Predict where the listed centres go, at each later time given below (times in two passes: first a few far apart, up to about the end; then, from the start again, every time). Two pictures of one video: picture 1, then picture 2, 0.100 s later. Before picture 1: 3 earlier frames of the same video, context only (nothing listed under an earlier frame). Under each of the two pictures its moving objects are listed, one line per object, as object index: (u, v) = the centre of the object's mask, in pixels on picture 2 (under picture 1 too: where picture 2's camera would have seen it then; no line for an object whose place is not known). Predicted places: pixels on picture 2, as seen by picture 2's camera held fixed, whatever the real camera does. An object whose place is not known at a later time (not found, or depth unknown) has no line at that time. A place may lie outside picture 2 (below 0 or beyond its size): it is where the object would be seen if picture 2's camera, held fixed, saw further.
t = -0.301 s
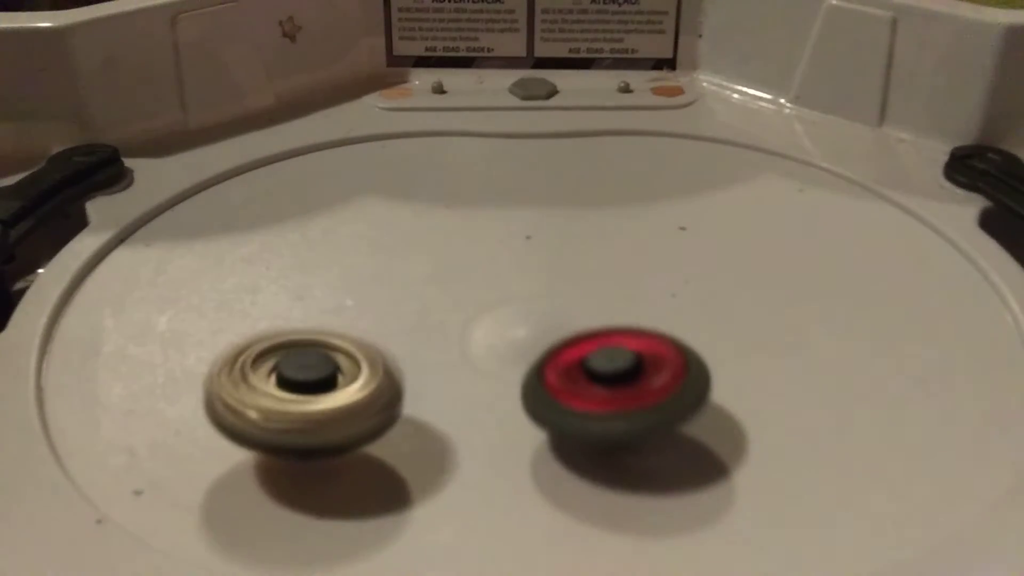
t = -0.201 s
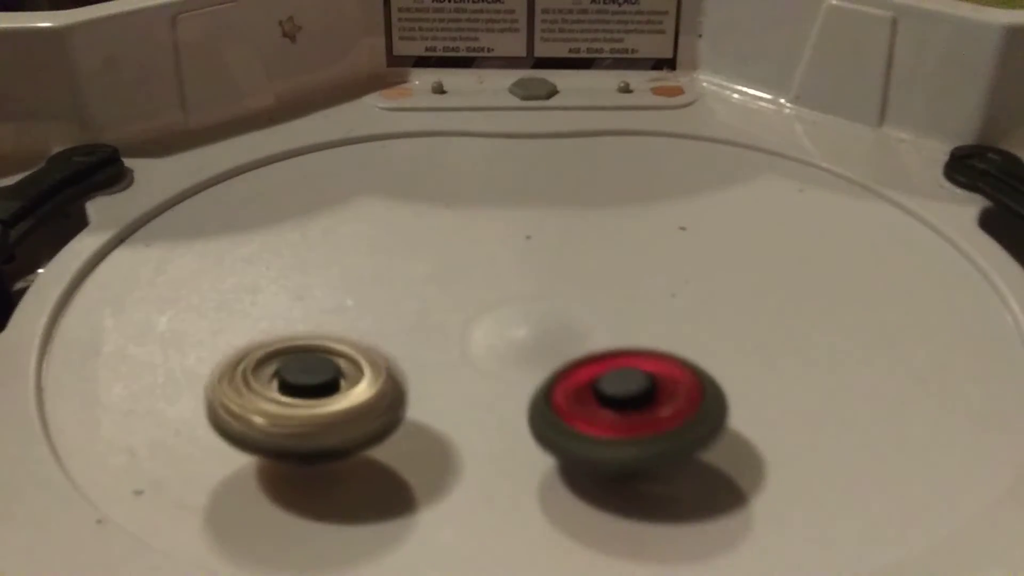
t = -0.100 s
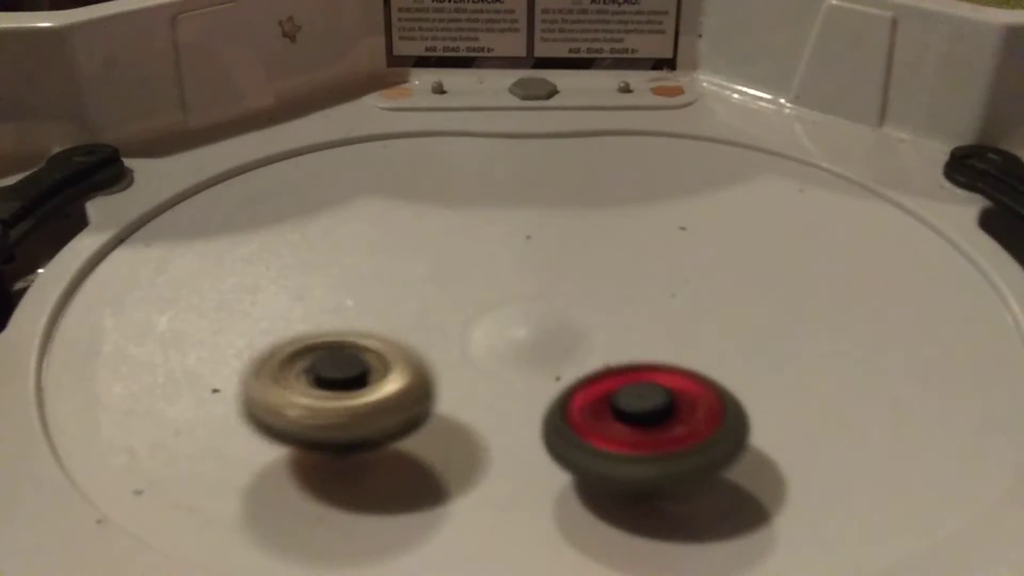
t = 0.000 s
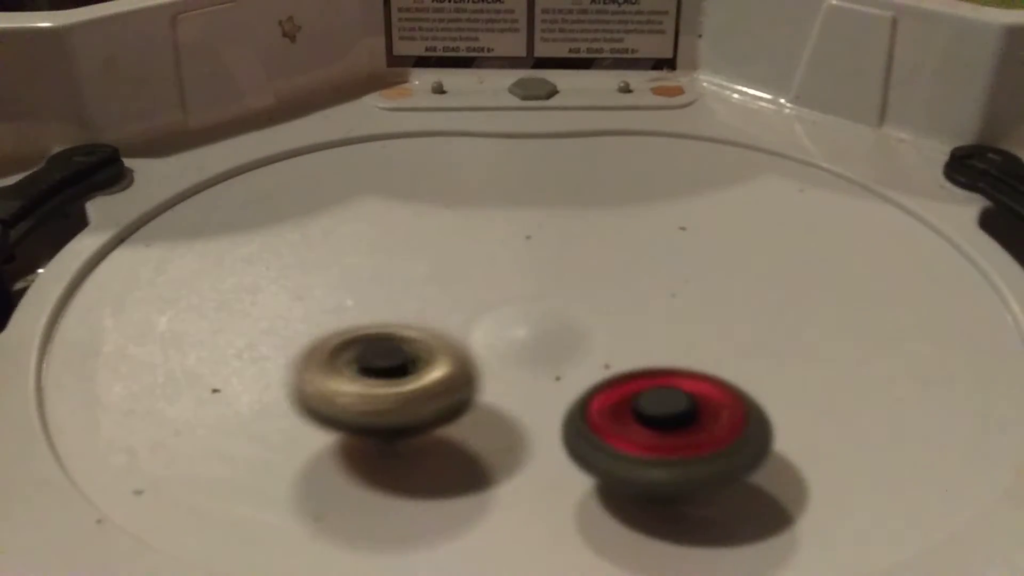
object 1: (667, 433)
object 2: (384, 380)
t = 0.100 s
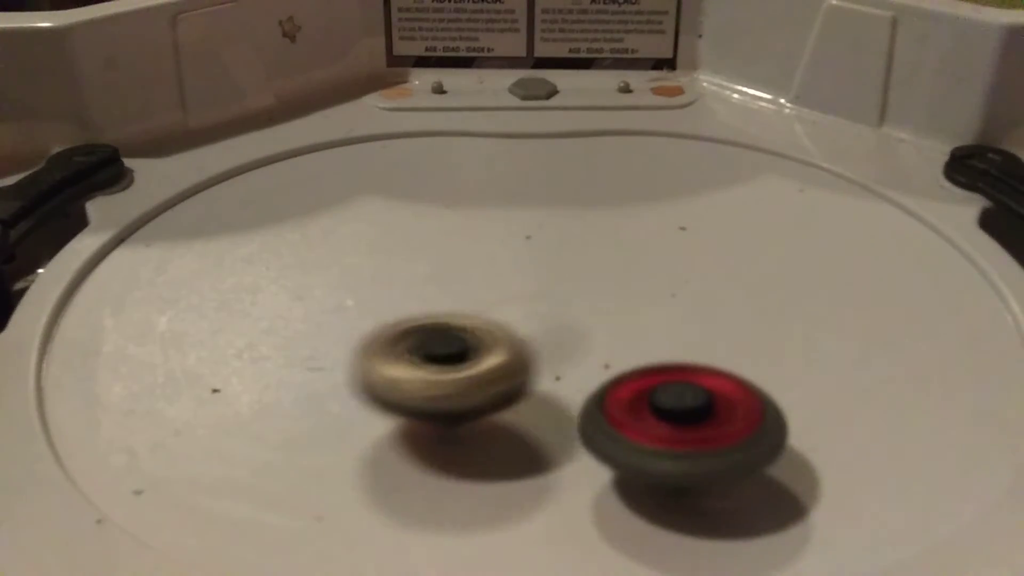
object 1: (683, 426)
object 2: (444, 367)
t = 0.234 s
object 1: (677, 406)
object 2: (516, 342)
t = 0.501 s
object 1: (655, 373)
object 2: (625, 202)
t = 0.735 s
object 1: (574, 321)
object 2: (798, 159)
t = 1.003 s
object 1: (424, 301)
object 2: (867, 231)
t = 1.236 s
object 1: (374, 292)
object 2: (647, 302)
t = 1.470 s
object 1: (347, 287)
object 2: (506, 252)
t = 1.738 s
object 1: (331, 306)
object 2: (572, 217)
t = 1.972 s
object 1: (420, 303)
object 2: (627, 251)
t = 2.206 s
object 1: (455, 271)
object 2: (669, 316)
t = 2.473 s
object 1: (486, 244)
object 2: (595, 368)
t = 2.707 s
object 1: (495, 235)
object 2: (493, 336)
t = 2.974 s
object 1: (533, 177)
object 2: (374, 399)
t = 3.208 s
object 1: (494, 198)
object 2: (303, 354)
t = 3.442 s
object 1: (530, 250)
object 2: (390, 293)
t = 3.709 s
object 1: (658, 299)
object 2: (483, 286)
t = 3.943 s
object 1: (740, 313)
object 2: (545, 323)
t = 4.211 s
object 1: (800, 320)
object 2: (602, 323)
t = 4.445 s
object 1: (804, 316)
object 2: (594, 316)
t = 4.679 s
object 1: (742, 316)
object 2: (584, 263)
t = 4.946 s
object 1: (750, 361)
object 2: (494, 168)
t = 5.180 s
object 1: (681, 362)
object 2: (537, 161)
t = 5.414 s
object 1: (597, 358)
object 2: (557, 225)
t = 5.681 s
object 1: (534, 368)
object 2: (444, 274)
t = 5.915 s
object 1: (498, 346)
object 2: (369, 256)
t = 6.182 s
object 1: (437, 317)
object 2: (376, 223)
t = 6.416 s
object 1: (411, 325)
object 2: (477, 198)
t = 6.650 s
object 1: (432, 314)
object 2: (623, 237)
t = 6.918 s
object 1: (470, 288)
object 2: (684, 339)
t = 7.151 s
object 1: (494, 257)
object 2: (563, 387)
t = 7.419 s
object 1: (496, 239)
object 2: (416, 340)
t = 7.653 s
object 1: (517, 228)
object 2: (392, 284)
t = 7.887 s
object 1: (613, 196)
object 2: (193, 310)
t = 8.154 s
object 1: (644, 222)
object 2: (252, 279)
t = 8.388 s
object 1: (693, 254)
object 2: (445, 285)
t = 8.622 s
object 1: (764, 274)
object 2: (603, 341)
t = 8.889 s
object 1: (796, 288)
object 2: (636, 359)
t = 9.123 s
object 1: (775, 302)
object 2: (611, 340)
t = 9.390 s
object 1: (740, 315)
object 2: (529, 280)
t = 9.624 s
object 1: (672, 324)
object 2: (420, 224)
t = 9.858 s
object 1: (580, 336)
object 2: (413, 191)
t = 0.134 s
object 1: (684, 422)
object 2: (467, 362)
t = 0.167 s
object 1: (679, 416)
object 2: (488, 358)
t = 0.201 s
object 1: (678, 410)
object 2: (507, 351)
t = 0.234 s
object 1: (677, 406)
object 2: (516, 342)
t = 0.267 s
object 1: (674, 402)
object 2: (528, 329)
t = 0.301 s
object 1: (669, 398)
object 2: (543, 315)
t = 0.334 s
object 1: (676, 400)
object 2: (555, 289)
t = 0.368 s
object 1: (678, 399)
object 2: (562, 271)
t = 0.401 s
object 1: (673, 394)
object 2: (572, 248)
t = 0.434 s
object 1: (668, 387)
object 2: (584, 232)
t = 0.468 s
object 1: (663, 381)
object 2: (602, 216)
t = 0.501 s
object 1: (655, 373)
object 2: (625, 202)
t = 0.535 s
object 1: (646, 366)
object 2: (646, 194)
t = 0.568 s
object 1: (637, 358)
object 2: (673, 185)
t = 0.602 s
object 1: (625, 350)
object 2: (696, 176)
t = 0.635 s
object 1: (614, 343)
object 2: (722, 171)
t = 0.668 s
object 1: (602, 336)
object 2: (747, 164)
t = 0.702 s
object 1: (589, 329)
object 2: (774, 160)
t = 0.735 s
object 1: (574, 321)
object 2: (798, 159)
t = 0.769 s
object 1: (555, 315)
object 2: (826, 162)
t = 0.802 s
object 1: (535, 313)
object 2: (846, 167)
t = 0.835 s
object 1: (506, 316)
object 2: (862, 174)
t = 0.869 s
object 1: (479, 315)
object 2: (872, 180)
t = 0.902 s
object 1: (461, 310)
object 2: (879, 188)
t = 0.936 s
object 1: (447, 306)
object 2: (881, 203)
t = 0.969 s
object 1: (435, 304)
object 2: (877, 216)
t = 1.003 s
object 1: (424, 301)
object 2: (867, 231)
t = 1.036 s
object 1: (415, 299)
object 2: (846, 249)
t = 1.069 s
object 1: (406, 297)
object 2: (822, 263)
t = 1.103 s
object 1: (398, 296)
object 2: (793, 275)
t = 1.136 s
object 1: (390, 294)
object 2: (759, 286)
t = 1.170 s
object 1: (384, 293)
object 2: (723, 293)
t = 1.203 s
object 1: (378, 292)
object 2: (683, 299)
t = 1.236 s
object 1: (374, 292)
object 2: (647, 302)
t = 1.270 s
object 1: (371, 291)
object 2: (608, 302)
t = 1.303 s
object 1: (368, 291)
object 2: (577, 300)
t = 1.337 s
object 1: (366, 292)
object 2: (553, 289)
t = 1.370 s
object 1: (364, 292)
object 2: (533, 278)
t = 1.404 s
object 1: (355, 291)
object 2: (523, 271)
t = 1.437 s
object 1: (347, 289)
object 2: (517, 263)
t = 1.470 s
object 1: (347, 287)
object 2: (506, 252)
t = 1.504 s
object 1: (349, 286)
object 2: (498, 245)
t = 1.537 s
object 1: (343, 285)
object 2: (499, 239)
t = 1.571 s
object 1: (323, 289)
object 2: (516, 229)
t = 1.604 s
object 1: (316, 292)
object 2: (528, 224)
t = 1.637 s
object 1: (315, 296)
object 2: (539, 221)
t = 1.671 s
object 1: (317, 299)
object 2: (549, 220)
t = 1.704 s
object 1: (323, 304)
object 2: (560, 218)
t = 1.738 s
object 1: (331, 306)
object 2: (572, 217)
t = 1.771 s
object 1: (341, 309)
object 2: (583, 218)
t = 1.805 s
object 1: (354, 310)
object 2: (594, 221)
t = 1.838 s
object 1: (366, 310)
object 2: (604, 225)
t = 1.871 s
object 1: (380, 309)
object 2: (612, 230)
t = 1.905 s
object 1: (394, 307)
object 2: (619, 237)
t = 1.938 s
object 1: (407, 305)
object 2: (624, 243)
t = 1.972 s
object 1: (420, 303)
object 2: (627, 251)
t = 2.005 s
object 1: (433, 300)
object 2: (629, 259)
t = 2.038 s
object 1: (445, 297)
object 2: (628, 267)
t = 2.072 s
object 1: (456, 293)
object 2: (625, 277)
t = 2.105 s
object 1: (456, 288)
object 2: (630, 286)
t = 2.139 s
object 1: (449, 281)
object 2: (652, 295)
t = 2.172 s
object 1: (450, 276)
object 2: (664, 305)
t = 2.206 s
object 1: (455, 271)
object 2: (669, 316)
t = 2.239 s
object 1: (460, 267)
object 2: (668, 327)
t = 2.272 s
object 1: (464, 263)
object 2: (666, 337)
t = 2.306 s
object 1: (468, 260)
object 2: (662, 346)
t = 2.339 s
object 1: (472, 256)
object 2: (654, 354)
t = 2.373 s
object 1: (476, 253)
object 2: (642, 359)
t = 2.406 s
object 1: (480, 249)
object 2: (627, 365)
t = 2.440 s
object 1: (483, 246)
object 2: (611, 368)
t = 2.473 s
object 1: (486, 244)
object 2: (595, 368)
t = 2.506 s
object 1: (487, 241)
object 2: (574, 367)
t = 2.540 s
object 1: (488, 240)
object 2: (555, 363)
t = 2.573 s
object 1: (490, 238)
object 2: (539, 358)
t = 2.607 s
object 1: (491, 238)
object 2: (525, 353)
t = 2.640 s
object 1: (492, 237)
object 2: (512, 347)
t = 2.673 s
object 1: (493, 236)
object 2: (501, 342)
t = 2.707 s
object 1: (495, 235)
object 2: (493, 336)
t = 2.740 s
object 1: (497, 232)
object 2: (487, 329)
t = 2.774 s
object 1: (500, 230)
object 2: (484, 321)
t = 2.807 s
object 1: (504, 228)
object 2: (480, 315)
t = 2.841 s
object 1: (514, 213)
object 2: (460, 351)
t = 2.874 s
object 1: (523, 193)
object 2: (441, 375)
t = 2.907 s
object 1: (529, 183)
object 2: (424, 390)
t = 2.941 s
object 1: (533, 177)
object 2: (399, 396)
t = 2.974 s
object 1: (533, 177)
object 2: (374, 399)
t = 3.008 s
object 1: (527, 179)
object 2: (351, 399)
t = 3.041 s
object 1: (521, 181)
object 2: (333, 396)
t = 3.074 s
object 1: (514, 184)
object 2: (318, 390)
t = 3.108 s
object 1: (508, 186)
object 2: (308, 384)
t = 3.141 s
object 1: (503, 189)
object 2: (302, 375)
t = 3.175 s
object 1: (499, 193)
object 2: (300, 365)
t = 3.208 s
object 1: (494, 198)
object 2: (303, 354)
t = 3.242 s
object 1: (491, 204)
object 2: (309, 343)
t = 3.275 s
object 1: (490, 211)
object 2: (321, 333)
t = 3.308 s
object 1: (491, 219)
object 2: (335, 321)
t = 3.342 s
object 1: (495, 228)
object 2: (352, 312)
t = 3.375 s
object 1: (500, 237)
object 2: (372, 302)
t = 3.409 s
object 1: (512, 244)
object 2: (388, 293)
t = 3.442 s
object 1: (530, 250)
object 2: (390, 293)
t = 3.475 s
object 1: (549, 257)
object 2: (400, 291)
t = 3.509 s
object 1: (563, 267)
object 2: (413, 289)
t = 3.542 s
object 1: (580, 275)
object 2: (422, 288)
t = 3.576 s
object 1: (595, 281)
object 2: (432, 286)
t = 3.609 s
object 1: (611, 287)
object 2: (444, 284)
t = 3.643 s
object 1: (629, 291)
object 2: (458, 284)
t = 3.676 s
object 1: (644, 295)
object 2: (472, 283)
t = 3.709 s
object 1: (658, 299)
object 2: (483, 286)
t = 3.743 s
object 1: (671, 302)
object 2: (491, 294)
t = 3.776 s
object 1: (684, 304)
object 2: (502, 308)
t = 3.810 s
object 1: (697, 307)
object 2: (518, 321)
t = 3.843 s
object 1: (709, 309)
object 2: (536, 327)
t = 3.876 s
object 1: (720, 311)
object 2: (544, 327)
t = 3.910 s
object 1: (730, 312)
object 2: (545, 324)
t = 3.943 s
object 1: (740, 313)
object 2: (545, 323)
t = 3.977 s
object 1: (750, 316)
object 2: (551, 322)
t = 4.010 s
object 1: (760, 317)
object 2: (564, 319)
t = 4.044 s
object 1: (769, 319)
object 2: (577, 318)
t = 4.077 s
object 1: (778, 321)
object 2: (583, 320)
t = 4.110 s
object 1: (785, 321)
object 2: (587, 322)
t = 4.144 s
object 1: (791, 321)
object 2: (592, 323)
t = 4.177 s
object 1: (796, 320)
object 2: (597, 323)
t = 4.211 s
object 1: (800, 320)
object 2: (602, 323)
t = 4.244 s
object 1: (802, 320)
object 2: (606, 323)
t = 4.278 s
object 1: (802, 319)
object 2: (609, 323)
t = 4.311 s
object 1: (802, 318)
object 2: (612, 323)
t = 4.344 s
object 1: (800, 318)
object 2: (615, 322)
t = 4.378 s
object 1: (798, 317)
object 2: (617, 320)
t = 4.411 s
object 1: (801, 316)
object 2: (607, 318)
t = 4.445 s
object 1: (804, 316)
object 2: (594, 316)
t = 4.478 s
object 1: (800, 316)
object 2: (582, 313)
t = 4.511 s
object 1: (793, 315)
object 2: (576, 308)
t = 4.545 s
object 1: (785, 314)
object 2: (578, 300)
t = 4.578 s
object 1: (775, 314)
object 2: (583, 289)
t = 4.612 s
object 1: (764, 315)
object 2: (585, 275)
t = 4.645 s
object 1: (753, 315)
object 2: (583, 266)
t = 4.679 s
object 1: (742, 316)
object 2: (584, 263)
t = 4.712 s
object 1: (730, 318)
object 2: (587, 261)
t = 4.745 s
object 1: (747, 328)
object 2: (549, 238)
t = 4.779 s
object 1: (766, 345)
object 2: (521, 215)
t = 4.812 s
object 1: (771, 354)
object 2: (504, 200)
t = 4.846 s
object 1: (768, 358)
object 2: (495, 189)
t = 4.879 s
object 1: (763, 359)
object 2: (492, 180)
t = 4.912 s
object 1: (757, 360)
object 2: (492, 173)
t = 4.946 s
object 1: (750, 361)
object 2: (494, 168)
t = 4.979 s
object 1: (742, 361)
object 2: (497, 163)
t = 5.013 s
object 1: (734, 362)
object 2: (502, 159)
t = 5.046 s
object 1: (724, 362)
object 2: (508, 157)
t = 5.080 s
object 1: (714, 363)
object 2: (515, 156)
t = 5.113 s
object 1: (703, 363)
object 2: (523, 157)
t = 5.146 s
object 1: (692, 362)
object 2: (531, 158)
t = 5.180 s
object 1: (681, 362)
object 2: (537, 161)
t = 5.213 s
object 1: (668, 361)
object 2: (545, 166)
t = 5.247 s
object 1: (655, 361)
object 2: (550, 173)
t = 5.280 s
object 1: (643, 361)
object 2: (554, 181)
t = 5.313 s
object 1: (632, 360)
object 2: (557, 189)
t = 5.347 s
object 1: (621, 360)
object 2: (558, 199)
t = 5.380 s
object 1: (609, 359)
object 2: (558, 212)
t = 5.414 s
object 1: (597, 358)
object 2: (557, 225)
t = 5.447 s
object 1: (585, 356)
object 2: (553, 239)
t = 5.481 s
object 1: (573, 356)
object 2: (546, 253)
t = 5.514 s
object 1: (564, 363)
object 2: (537, 256)
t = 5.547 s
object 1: (557, 368)
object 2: (526, 259)
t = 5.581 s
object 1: (548, 368)
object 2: (510, 263)
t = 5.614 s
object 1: (542, 367)
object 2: (488, 269)
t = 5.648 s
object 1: (539, 368)
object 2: (461, 274)
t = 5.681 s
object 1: (534, 368)
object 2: (444, 274)
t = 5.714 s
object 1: (529, 366)
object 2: (429, 274)
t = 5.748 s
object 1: (525, 364)
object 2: (415, 274)
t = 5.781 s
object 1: (519, 360)
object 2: (405, 273)
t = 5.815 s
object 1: (511, 355)
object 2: (396, 271)
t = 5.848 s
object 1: (504, 350)
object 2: (388, 269)
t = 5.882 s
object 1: (497, 346)
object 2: (382, 267)
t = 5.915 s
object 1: (498, 346)
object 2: (369, 256)
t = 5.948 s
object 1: (495, 344)
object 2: (360, 249)
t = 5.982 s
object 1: (488, 340)
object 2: (355, 243)
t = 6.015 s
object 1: (479, 334)
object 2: (354, 238)
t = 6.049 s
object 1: (471, 331)
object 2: (354, 233)
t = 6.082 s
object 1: (463, 328)
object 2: (357, 229)
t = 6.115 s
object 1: (455, 324)
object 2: (361, 226)
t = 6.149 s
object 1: (446, 321)
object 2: (368, 224)
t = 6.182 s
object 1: (437, 317)
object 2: (376, 223)
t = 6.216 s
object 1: (430, 316)
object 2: (386, 221)
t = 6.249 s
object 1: (424, 315)
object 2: (397, 218)
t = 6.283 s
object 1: (420, 318)
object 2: (410, 212)
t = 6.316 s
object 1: (416, 323)
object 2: (425, 204)
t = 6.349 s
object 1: (413, 324)
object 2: (440, 200)
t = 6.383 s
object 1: (411, 325)
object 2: (458, 199)
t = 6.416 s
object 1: (411, 325)
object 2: (477, 198)
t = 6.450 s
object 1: (412, 324)
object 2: (497, 200)
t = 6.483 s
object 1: (414, 323)
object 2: (518, 205)
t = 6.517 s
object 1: (417, 322)
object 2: (542, 210)
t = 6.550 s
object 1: (420, 321)
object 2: (564, 215)
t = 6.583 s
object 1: (423, 319)
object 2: (584, 220)
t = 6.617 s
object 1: (428, 317)
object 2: (605, 228)
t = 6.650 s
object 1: (432, 314)
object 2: (623, 237)
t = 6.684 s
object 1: (436, 311)
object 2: (639, 247)
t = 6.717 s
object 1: (441, 308)
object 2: (654, 257)
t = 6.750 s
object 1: (447, 305)
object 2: (665, 269)
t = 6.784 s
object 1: (451, 302)
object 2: (674, 282)
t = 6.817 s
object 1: (457, 298)
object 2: (681, 295)
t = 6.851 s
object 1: (461, 294)
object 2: (685, 309)
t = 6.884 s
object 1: (466, 292)
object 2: (687, 324)
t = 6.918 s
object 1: (470, 288)
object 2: (684, 339)
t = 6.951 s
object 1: (477, 283)
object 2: (677, 353)
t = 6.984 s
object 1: (484, 276)
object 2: (666, 365)
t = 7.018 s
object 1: (492, 270)
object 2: (651, 374)
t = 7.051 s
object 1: (493, 267)
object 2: (632, 382)
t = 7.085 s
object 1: (492, 264)
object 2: (611, 387)
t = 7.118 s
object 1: (493, 261)
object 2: (587, 388)
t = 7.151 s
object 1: (494, 257)
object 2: (563, 387)
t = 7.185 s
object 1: (496, 252)
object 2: (538, 385)
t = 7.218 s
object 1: (497, 249)
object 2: (513, 382)
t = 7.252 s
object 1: (498, 246)
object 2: (491, 379)
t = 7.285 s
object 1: (498, 244)
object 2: (470, 375)
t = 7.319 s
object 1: (497, 241)
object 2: (452, 369)
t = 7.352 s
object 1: (497, 240)
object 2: (436, 361)
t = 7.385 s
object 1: (497, 239)
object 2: (424, 351)
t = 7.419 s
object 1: (496, 239)
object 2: (416, 340)
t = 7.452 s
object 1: (497, 237)
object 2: (413, 325)
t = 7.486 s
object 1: (499, 234)
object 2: (413, 311)
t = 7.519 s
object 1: (503, 233)
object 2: (411, 301)
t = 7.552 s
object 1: (507, 229)
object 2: (401, 300)
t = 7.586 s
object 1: (510, 227)
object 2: (399, 293)
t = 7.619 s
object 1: (513, 227)
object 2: (401, 287)
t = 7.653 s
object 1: (517, 228)
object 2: (392, 284)
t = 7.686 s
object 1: (548, 212)
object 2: (344, 302)
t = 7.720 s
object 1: (575, 202)
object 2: (299, 317)
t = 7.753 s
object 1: (594, 197)
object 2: (266, 323)
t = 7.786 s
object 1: (605, 195)
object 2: (241, 323)
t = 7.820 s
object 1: (609, 195)
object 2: (221, 320)
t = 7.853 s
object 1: (611, 195)
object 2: (204, 315)
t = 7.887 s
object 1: (613, 196)
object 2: (193, 310)
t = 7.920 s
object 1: (616, 198)
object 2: (186, 305)
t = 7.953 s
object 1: (618, 200)
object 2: (184, 299)
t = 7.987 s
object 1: (621, 203)
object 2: (185, 294)
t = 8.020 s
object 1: (624, 206)
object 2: (191, 290)
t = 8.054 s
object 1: (628, 209)
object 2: (201, 286)
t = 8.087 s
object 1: (633, 214)
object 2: (215, 283)
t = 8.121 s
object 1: (639, 217)
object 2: (232, 281)
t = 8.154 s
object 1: (644, 222)
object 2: (252, 279)
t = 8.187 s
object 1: (650, 227)
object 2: (273, 279)
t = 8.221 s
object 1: (656, 231)
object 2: (298, 279)
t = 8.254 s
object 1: (663, 235)
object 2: (325, 279)
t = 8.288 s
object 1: (670, 240)
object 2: (357, 280)
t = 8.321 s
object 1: (677, 244)
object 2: (386, 281)
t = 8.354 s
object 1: (685, 249)
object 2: (414, 283)
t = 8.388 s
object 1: (693, 254)
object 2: (445, 285)
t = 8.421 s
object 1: (701, 258)
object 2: (477, 288)
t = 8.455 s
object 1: (708, 262)
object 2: (502, 292)
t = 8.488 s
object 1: (716, 268)
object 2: (527, 299)
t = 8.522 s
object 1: (722, 271)
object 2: (558, 311)
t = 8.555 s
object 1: (732, 273)
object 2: (590, 319)
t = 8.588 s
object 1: (751, 274)
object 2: (594, 331)
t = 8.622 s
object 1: (764, 274)
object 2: (603, 341)
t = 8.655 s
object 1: (773, 277)
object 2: (612, 346)
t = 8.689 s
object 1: (779, 278)
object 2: (617, 351)
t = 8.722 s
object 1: (785, 280)
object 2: (623, 355)
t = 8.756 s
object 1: (790, 282)
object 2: (627, 358)
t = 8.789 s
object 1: (794, 283)
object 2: (630, 359)
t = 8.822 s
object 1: (796, 285)
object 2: (632, 360)
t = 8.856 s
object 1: (797, 286)
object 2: (634, 360)
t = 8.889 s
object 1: (796, 288)
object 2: (636, 359)
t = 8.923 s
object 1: (795, 290)
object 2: (637, 358)
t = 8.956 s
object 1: (792, 291)
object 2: (638, 356)
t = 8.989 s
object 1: (789, 294)
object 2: (639, 352)
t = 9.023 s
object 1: (787, 296)
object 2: (639, 348)
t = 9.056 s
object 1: (784, 298)
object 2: (633, 346)
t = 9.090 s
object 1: (779, 300)
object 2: (622, 343)
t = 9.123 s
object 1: (775, 302)
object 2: (611, 340)
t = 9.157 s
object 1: (769, 304)
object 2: (601, 335)
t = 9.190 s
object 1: (761, 306)
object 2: (592, 329)
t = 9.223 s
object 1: (756, 307)
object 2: (577, 324)
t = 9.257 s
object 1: (750, 308)
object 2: (561, 319)
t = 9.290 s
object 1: (742, 310)
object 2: (553, 312)
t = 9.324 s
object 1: (733, 311)
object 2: (557, 305)
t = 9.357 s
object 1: (737, 313)
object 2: (545, 291)
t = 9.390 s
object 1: (740, 315)
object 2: (529, 280)
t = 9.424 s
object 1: (734, 316)
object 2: (510, 272)
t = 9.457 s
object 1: (727, 317)
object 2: (486, 265)
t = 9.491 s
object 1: (718, 318)
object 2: (465, 259)
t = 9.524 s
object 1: (708, 319)
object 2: (449, 250)
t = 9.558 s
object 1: (696, 321)
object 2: (437, 241)
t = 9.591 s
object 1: (684, 322)
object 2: (427, 232)
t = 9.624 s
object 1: (672, 324)
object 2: (420, 224)
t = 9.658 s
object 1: (658, 325)
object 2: (414, 216)
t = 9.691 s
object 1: (646, 327)
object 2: (409, 209)
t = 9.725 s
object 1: (633, 329)
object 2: (407, 203)
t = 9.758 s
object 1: (619, 331)
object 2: (407, 198)
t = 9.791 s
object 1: (606, 332)
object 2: (407, 195)
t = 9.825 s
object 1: (593, 334)
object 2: (410, 192)
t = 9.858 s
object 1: (580, 336)
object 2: (413, 191)
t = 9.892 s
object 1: (568, 338)
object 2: (417, 191)
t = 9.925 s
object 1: (559, 340)
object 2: (422, 192)
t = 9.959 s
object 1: (550, 341)
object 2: (427, 194)
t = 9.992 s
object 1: (542, 343)
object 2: (434, 197)
